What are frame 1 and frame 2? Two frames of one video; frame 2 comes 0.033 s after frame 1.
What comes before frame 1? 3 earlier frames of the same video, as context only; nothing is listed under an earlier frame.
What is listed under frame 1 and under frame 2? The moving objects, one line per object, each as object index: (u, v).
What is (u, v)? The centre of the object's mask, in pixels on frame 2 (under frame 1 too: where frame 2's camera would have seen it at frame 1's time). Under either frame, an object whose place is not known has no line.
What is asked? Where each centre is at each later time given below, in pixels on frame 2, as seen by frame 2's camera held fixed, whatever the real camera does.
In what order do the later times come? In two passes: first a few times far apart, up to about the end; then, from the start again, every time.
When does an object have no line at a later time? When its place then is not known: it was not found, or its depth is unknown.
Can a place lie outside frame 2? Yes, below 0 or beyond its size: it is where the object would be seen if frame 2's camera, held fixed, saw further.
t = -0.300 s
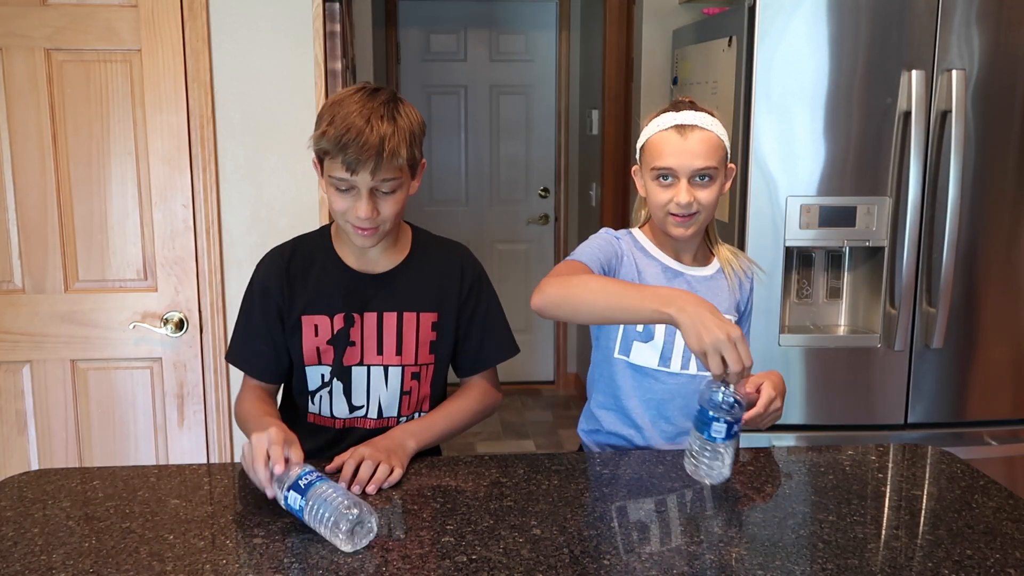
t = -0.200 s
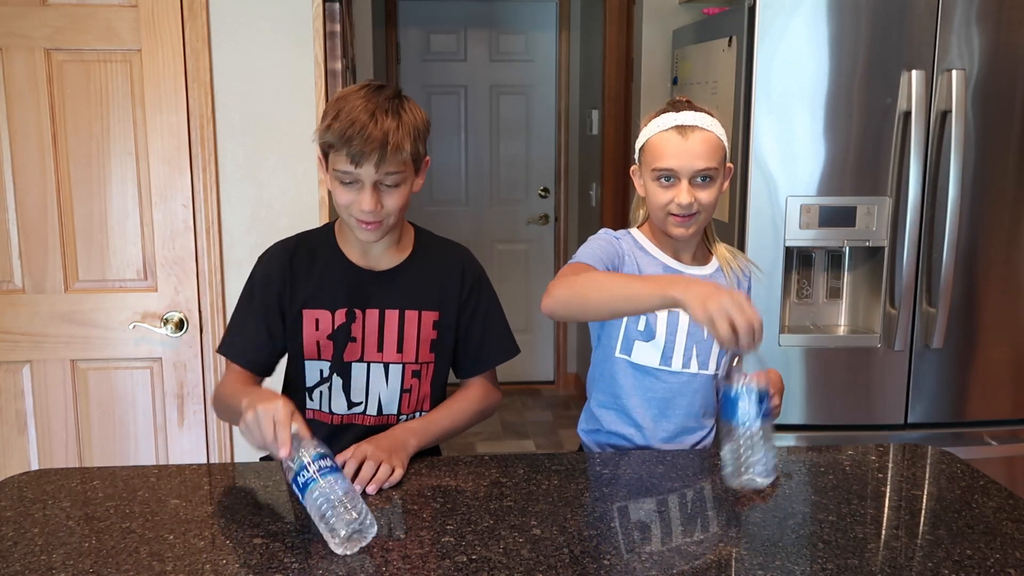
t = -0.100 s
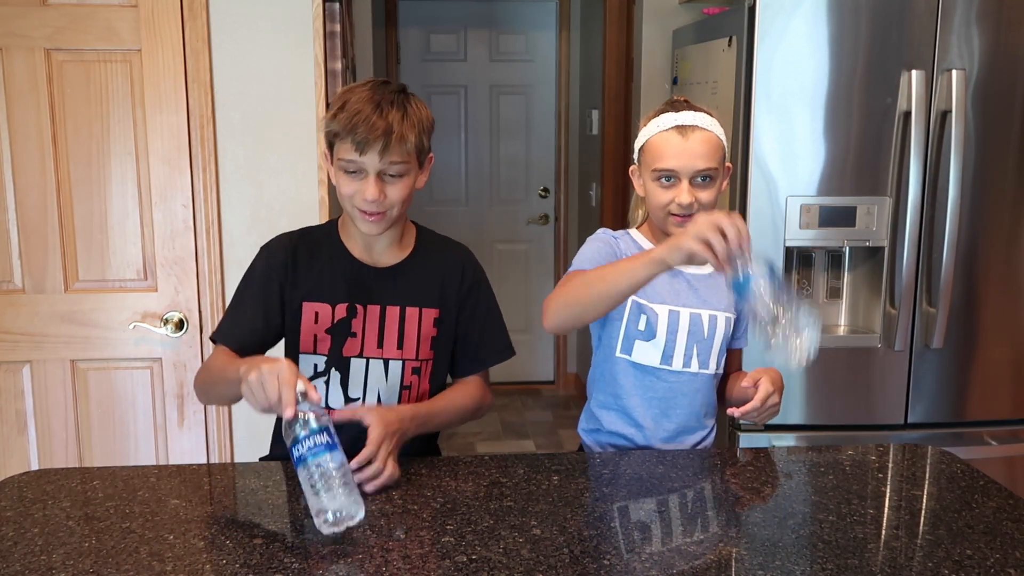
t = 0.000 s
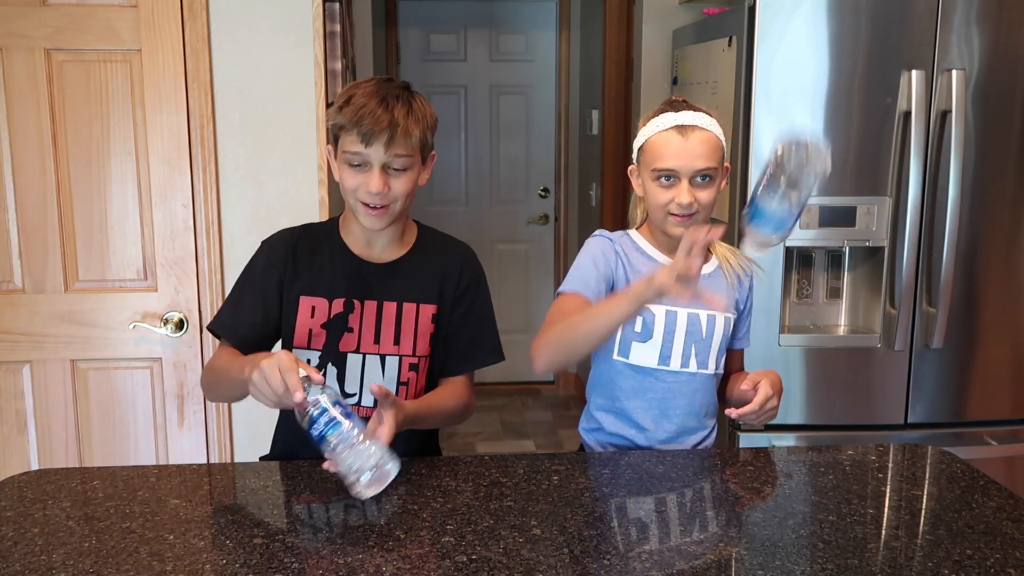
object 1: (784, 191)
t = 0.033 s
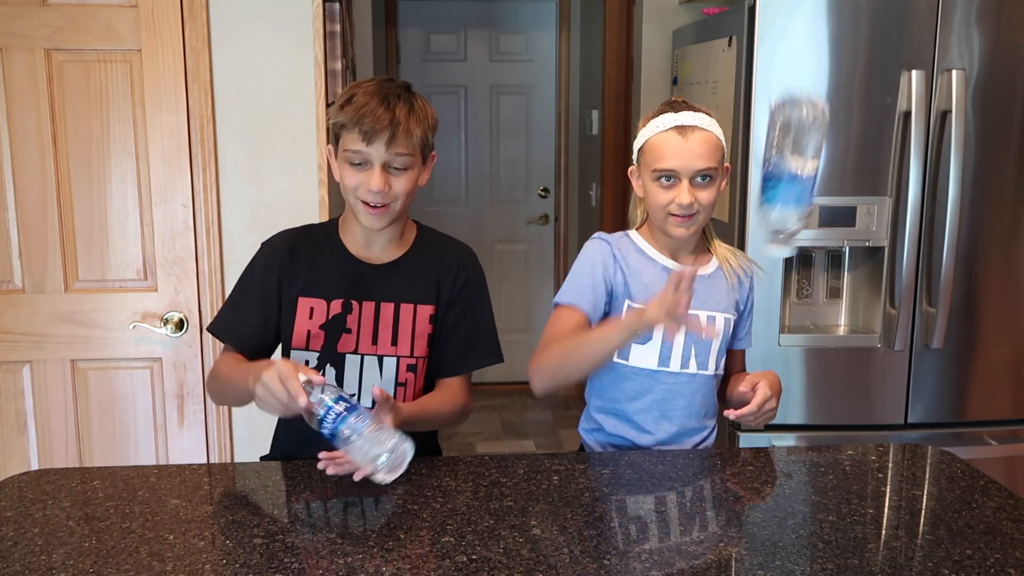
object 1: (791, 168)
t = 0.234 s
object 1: (823, 119)
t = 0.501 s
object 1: (789, 497)
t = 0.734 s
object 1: (783, 492)
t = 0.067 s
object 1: (800, 149)
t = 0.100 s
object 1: (809, 129)
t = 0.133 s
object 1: (816, 115)
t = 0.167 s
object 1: (821, 109)
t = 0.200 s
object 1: (824, 109)
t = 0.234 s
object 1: (823, 119)
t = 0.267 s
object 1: (822, 142)
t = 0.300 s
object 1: (819, 178)
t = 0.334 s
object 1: (812, 235)
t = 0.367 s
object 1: (806, 304)
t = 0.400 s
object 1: (800, 373)
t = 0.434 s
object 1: (795, 458)
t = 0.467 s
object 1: (791, 498)
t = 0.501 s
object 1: (789, 497)
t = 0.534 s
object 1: (787, 495)
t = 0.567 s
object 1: (786, 494)
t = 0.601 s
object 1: (785, 493)
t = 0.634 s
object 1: (784, 494)
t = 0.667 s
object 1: (784, 493)
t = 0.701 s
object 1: (782, 492)
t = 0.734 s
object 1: (783, 492)
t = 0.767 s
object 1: (782, 492)
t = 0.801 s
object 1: (782, 492)
